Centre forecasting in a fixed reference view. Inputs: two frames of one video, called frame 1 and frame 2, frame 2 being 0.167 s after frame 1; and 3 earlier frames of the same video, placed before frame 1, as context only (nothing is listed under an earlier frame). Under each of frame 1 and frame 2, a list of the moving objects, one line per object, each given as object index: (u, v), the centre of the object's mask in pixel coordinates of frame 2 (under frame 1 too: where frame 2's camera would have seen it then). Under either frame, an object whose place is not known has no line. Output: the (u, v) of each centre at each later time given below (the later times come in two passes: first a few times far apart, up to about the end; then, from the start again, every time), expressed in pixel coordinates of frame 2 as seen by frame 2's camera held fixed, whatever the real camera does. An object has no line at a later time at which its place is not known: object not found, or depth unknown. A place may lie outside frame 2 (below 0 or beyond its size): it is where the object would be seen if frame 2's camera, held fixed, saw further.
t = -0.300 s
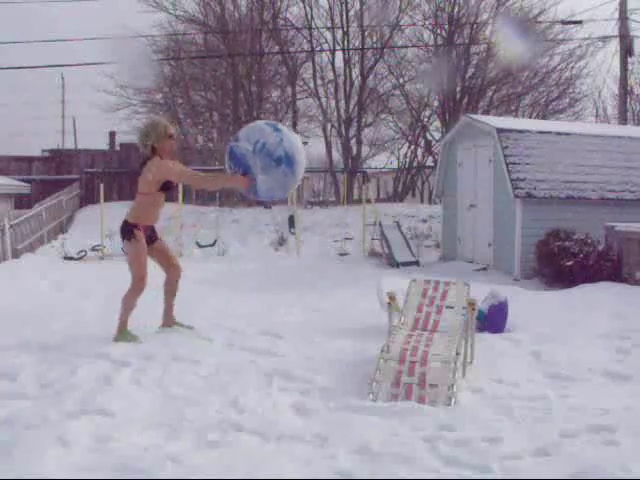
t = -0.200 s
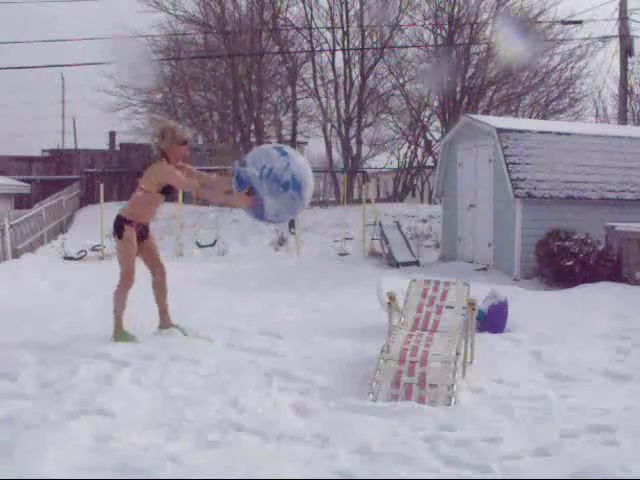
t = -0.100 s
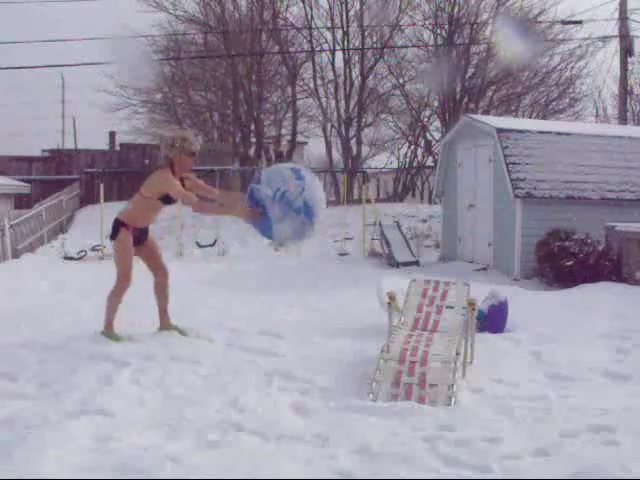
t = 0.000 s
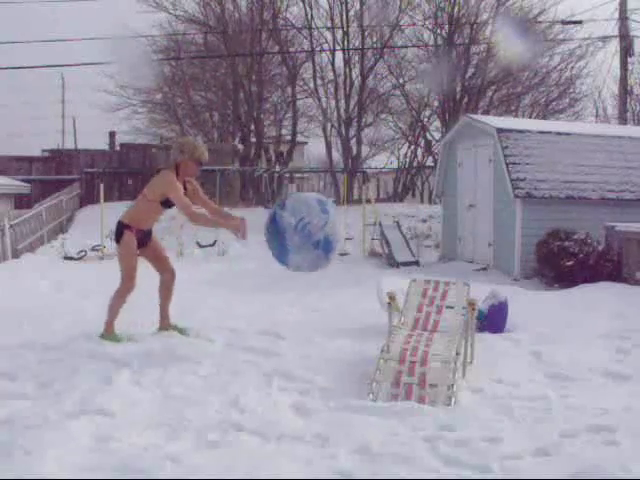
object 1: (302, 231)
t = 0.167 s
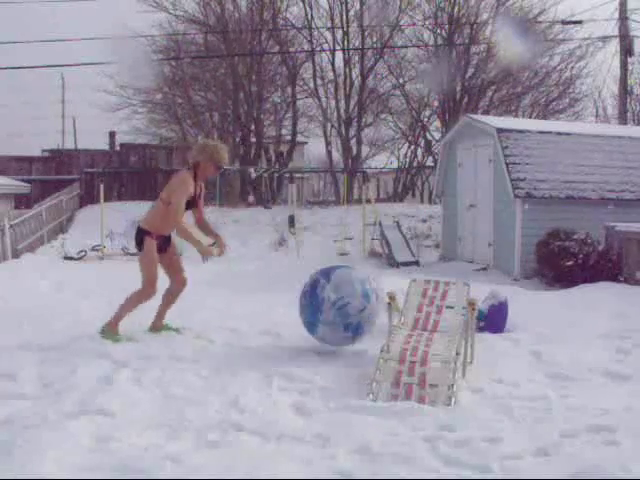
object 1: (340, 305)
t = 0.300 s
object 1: (356, 302)
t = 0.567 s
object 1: (357, 287)
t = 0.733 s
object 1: (355, 316)
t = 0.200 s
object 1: (346, 320)
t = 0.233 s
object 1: (350, 318)
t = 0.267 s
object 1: (353, 309)
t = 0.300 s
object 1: (356, 302)
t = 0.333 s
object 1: (359, 296)
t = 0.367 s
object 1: (361, 292)
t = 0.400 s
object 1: (360, 288)
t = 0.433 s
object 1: (360, 285)
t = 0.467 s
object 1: (359, 284)
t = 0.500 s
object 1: (359, 283)
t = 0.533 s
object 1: (358, 285)
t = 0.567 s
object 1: (357, 287)
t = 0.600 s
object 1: (357, 291)
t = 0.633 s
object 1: (356, 296)
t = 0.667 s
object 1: (356, 302)
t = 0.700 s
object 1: (355, 310)
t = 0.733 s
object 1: (355, 316)
